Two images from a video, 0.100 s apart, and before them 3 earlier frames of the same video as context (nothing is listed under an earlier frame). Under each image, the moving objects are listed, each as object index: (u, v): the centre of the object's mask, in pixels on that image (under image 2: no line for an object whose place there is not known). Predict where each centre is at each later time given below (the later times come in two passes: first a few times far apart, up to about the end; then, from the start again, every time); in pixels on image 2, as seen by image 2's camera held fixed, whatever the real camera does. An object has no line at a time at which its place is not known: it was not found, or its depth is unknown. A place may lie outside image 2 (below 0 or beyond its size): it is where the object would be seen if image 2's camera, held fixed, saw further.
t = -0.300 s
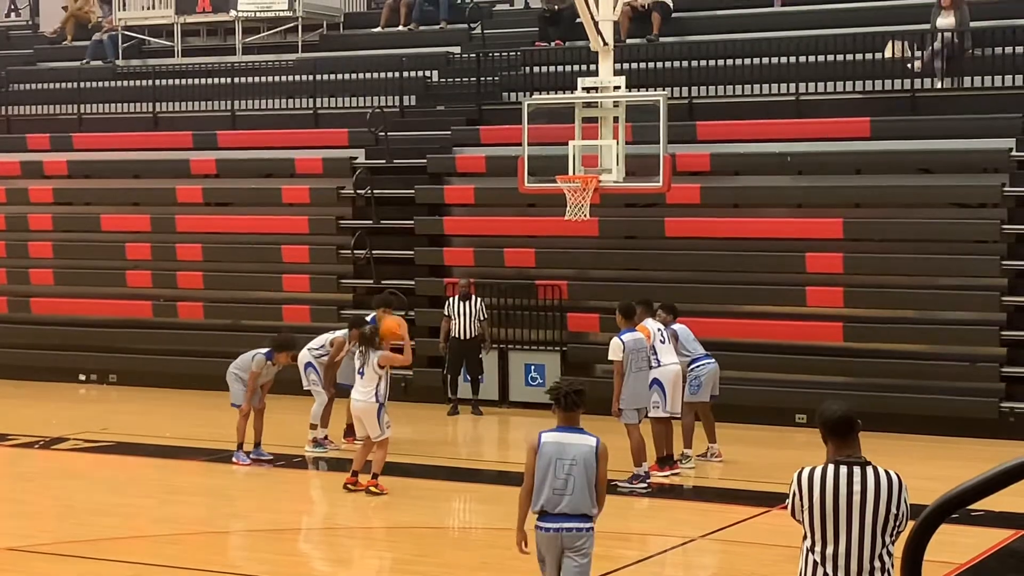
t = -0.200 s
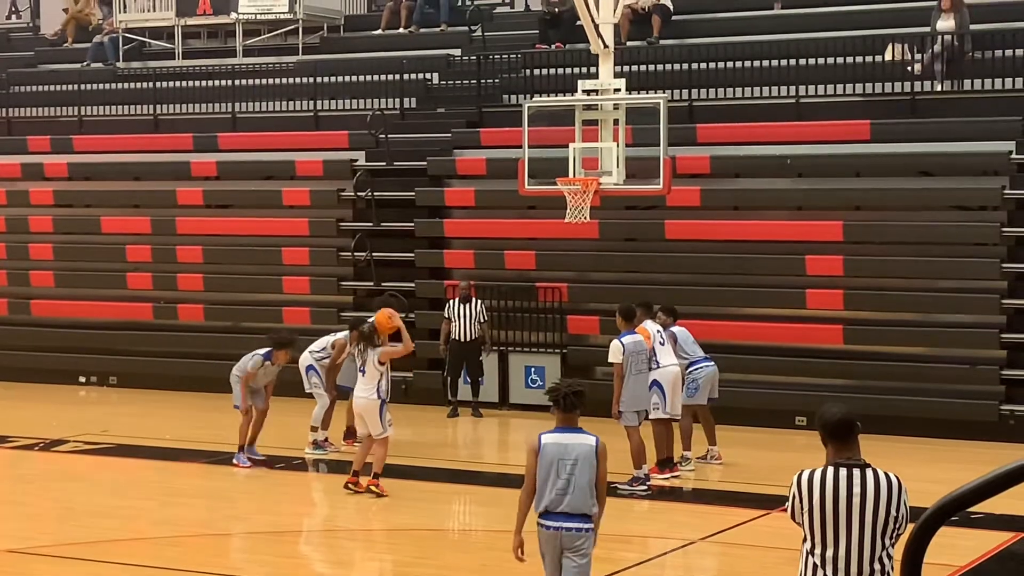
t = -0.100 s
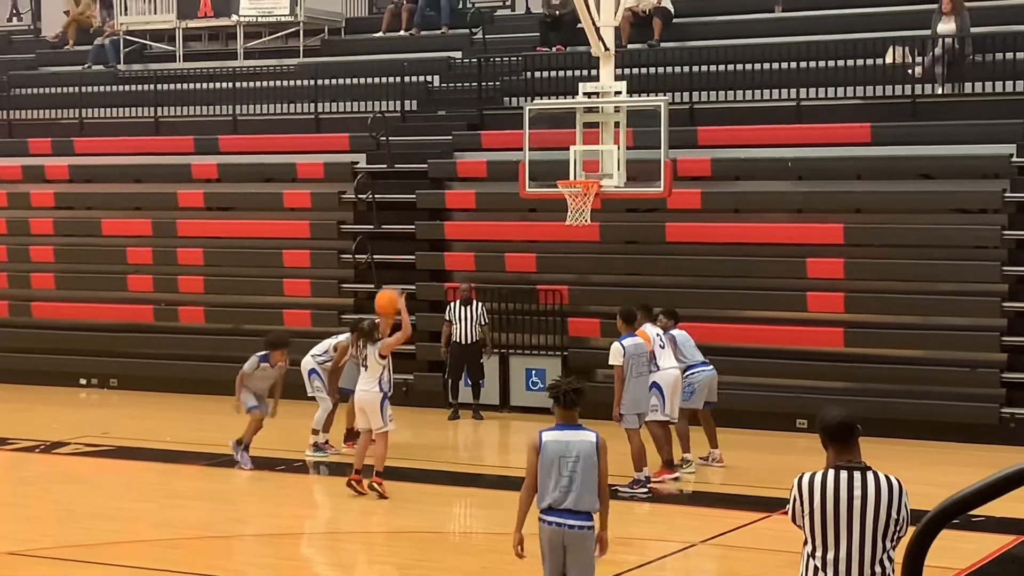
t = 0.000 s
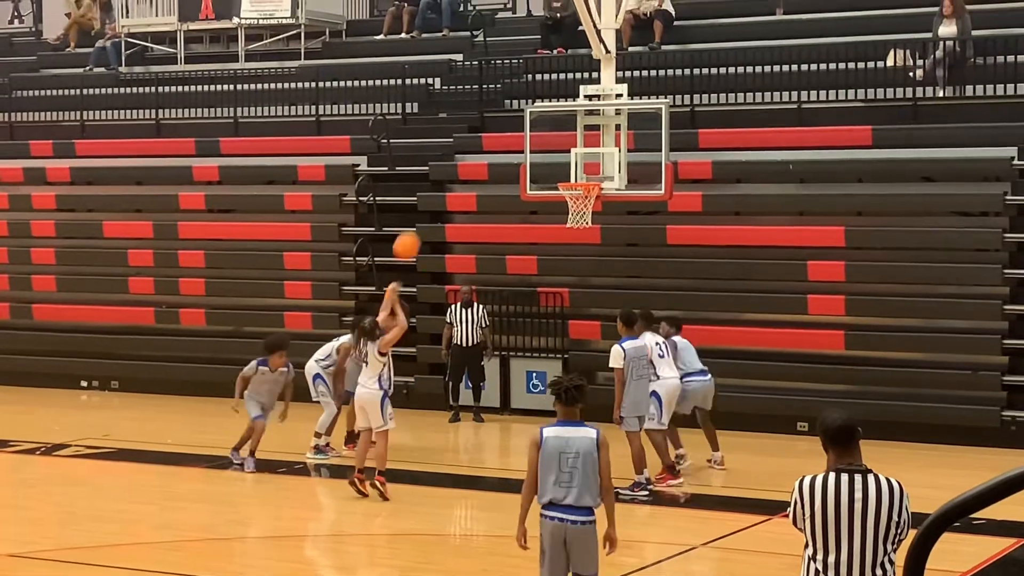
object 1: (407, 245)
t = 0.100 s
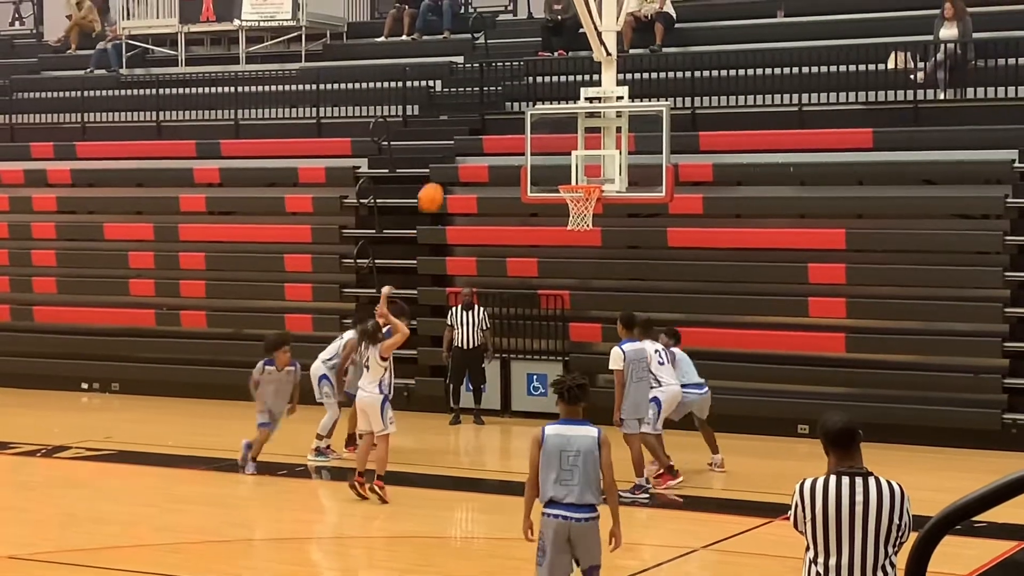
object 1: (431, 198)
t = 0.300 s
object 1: (474, 131)
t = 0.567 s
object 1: (525, 108)
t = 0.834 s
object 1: (571, 148)
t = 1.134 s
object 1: (558, 201)
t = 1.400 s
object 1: (564, 220)
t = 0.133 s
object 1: (438, 183)
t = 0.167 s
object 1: (445, 170)
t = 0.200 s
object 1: (452, 158)
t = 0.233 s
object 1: (460, 148)
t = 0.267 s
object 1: (467, 139)
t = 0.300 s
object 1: (474, 131)
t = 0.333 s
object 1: (481, 124)
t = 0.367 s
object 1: (487, 119)
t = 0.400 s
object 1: (494, 114)
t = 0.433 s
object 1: (500, 111)
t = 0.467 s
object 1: (507, 109)
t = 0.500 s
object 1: (513, 107)
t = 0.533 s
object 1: (519, 107)
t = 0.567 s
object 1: (525, 108)
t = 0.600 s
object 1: (531, 110)
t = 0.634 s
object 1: (537, 113)
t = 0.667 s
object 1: (543, 117)
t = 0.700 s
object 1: (550, 122)
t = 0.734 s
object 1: (555, 127)
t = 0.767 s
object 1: (561, 133)
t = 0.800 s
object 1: (566, 140)
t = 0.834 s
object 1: (571, 148)
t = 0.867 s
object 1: (577, 157)
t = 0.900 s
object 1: (582, 168)
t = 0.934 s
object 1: (587, 177)
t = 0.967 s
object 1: (587, 186)
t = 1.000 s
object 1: (579, 193)
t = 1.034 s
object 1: (569, 202)
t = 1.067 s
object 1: (563, 203)
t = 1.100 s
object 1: (560, 203)
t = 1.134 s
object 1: (558, 201)
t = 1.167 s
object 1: (558, 200)
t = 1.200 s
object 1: (558, 200)
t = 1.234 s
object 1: (558, 201)
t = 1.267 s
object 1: (557, 207)
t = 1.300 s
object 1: (558, 207)
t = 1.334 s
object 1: (558, 212)
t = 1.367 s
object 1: (561, 217)
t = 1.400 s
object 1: (564, 220)
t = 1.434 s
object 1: (564, 227)
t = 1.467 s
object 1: (565, 236)
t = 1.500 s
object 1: (567, 243)
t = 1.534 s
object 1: (568, 253)
